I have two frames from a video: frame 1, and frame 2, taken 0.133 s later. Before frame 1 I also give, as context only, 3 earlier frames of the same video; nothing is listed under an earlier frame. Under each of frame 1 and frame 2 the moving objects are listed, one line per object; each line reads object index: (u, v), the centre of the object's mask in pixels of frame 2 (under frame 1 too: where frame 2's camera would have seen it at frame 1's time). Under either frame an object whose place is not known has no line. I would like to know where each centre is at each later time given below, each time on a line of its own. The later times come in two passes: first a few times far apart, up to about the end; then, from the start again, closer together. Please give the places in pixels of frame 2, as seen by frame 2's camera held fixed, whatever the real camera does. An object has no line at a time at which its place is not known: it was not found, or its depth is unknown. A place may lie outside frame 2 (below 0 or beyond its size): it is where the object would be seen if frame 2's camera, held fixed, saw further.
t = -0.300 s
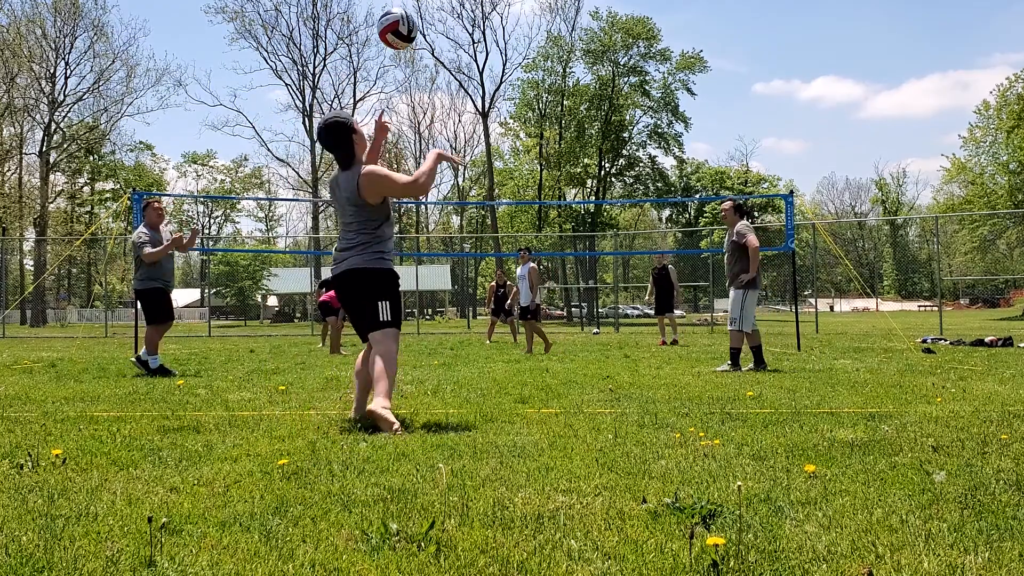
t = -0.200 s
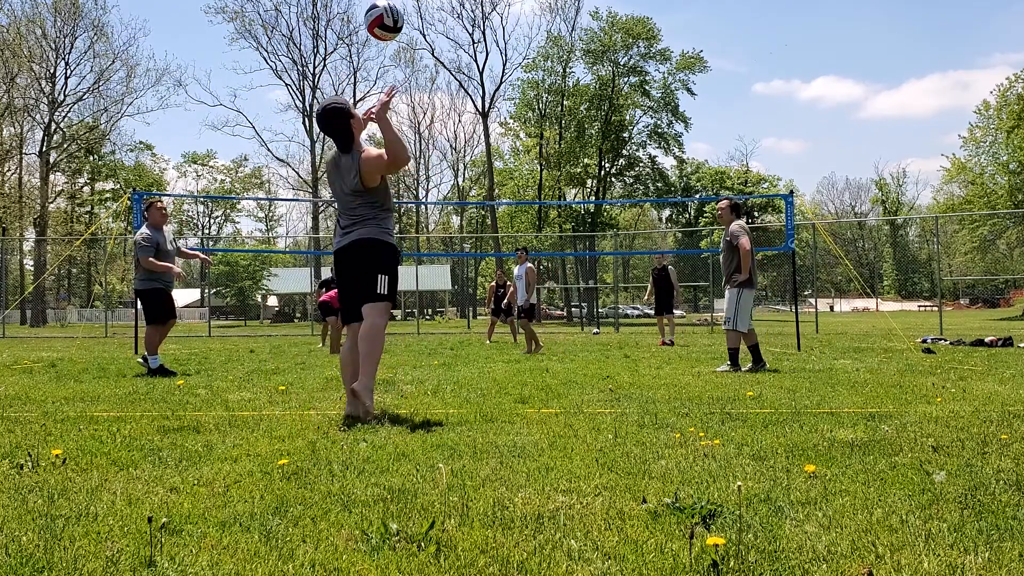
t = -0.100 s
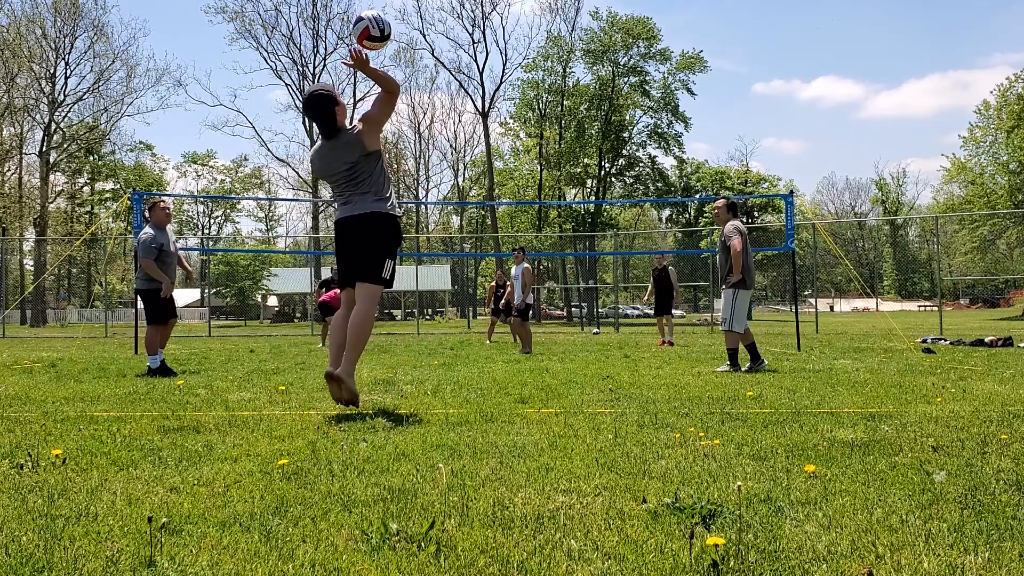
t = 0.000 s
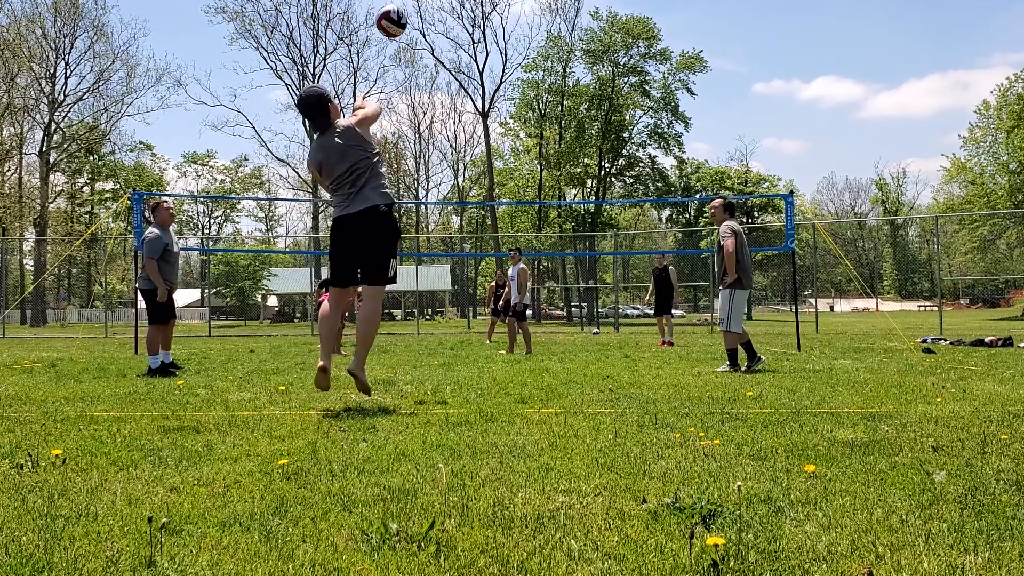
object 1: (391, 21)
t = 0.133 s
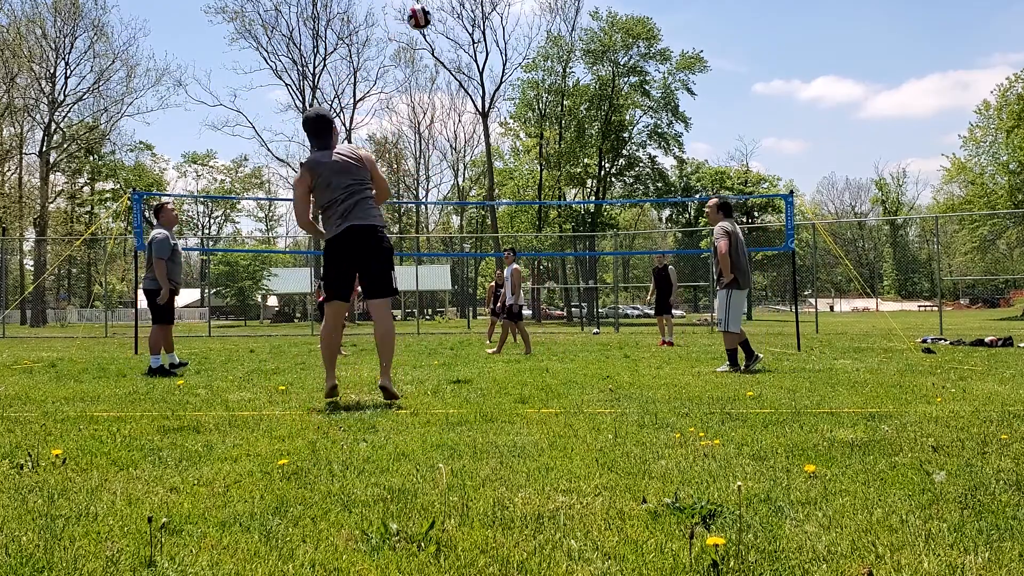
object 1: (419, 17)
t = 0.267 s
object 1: (441, 32)
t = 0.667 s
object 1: (466, 123)
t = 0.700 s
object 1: (468, 132)
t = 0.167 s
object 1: (425, 20)
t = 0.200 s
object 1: (431, 23)
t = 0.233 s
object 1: (436, 27)
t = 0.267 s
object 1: (441, 32)
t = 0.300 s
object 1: (445, 38)
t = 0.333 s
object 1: (449, 44)
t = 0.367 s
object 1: (452, 50)
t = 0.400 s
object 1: (455, 56)
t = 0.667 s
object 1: (466, 123)
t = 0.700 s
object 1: (468, 132)
